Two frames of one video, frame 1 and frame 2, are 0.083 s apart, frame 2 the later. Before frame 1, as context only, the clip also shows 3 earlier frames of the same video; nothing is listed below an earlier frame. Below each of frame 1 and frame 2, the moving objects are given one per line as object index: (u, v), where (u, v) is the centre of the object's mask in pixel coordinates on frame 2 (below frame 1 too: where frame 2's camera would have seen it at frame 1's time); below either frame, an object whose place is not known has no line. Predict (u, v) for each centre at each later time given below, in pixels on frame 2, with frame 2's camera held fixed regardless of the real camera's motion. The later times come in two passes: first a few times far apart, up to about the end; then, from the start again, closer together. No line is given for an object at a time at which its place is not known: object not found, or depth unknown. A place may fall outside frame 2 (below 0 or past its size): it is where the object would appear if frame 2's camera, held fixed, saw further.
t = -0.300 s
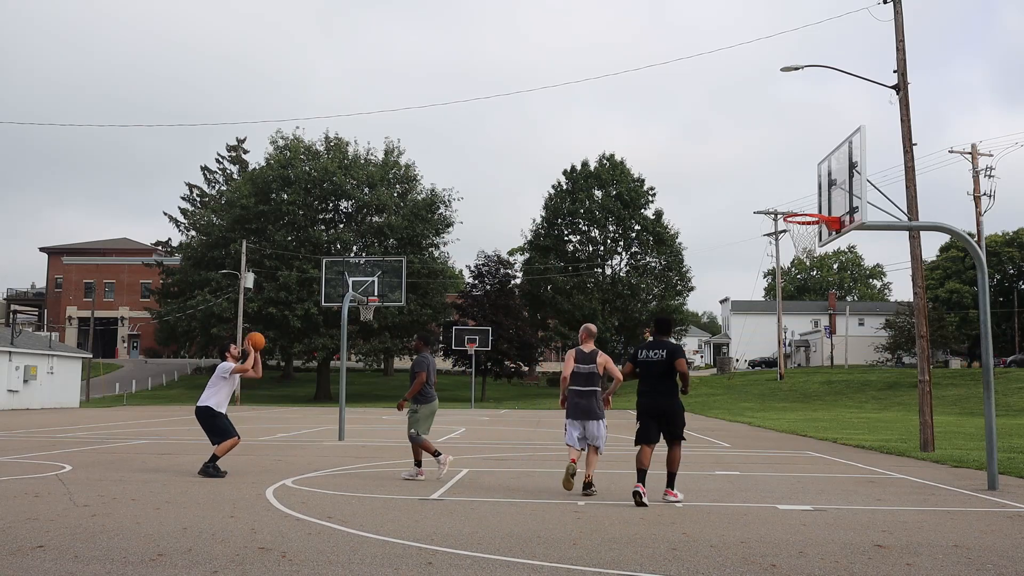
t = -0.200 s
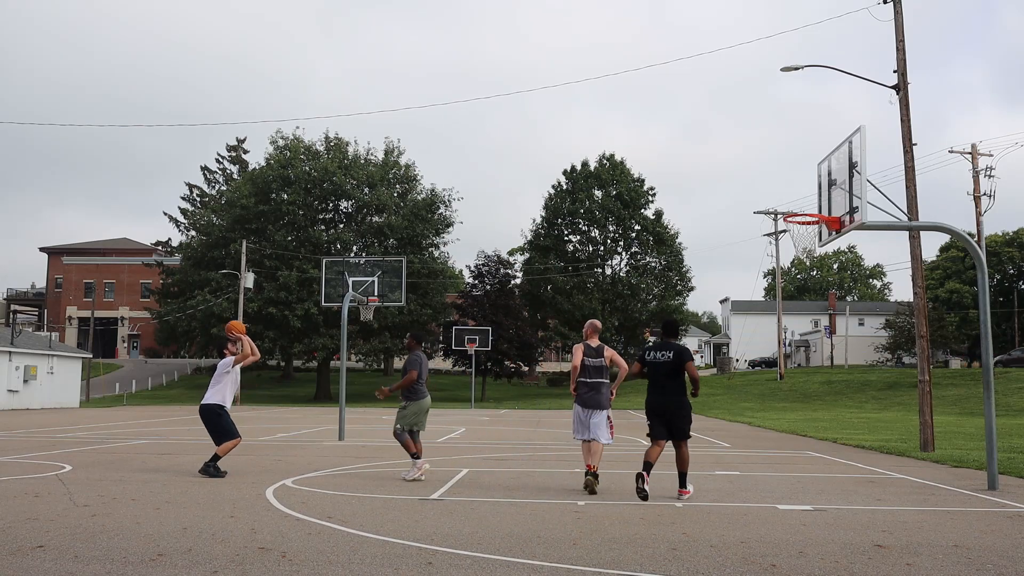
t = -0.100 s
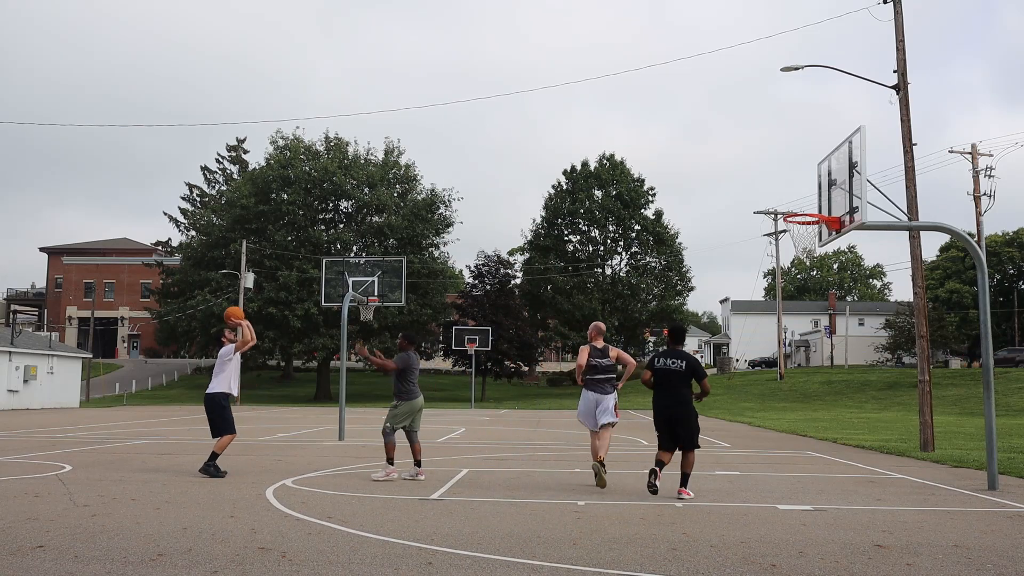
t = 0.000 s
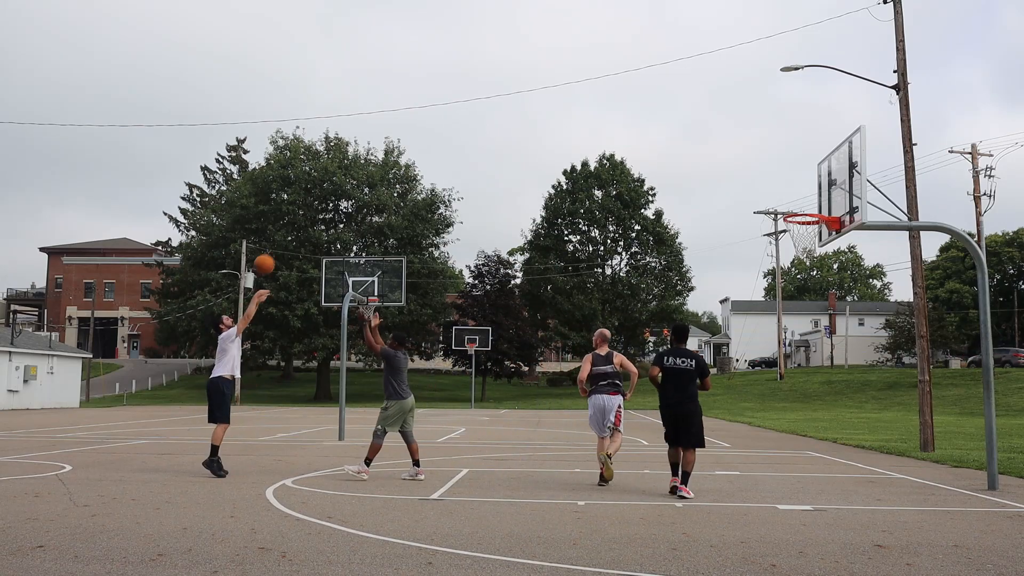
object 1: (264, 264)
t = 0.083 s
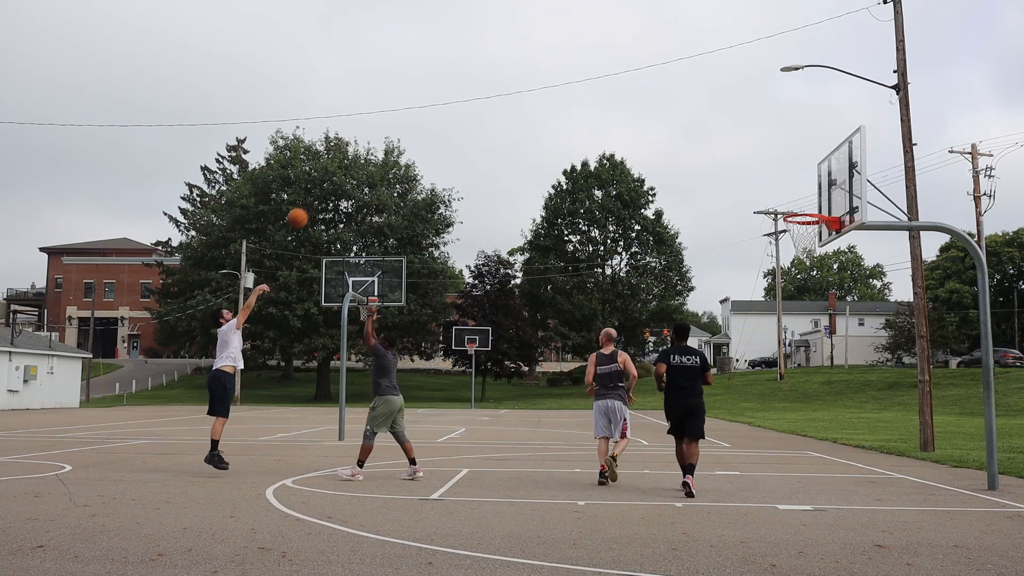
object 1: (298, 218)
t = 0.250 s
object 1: (363, 143)
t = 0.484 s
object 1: (454, 76)
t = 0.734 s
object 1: (550, 51)
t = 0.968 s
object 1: (642, 72)
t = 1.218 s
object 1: (743, 145)
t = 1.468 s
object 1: (848, 275)
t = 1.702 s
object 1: (953, 454)
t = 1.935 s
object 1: (1007, 371)
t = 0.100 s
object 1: (304, 210)
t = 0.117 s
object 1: (310, 201)
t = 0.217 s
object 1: (350, 156)
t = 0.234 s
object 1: (357, 150)
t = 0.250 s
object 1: (363, 143)
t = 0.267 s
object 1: (369, 137)
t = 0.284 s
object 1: (376, 131)
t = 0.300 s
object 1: (383, 125)
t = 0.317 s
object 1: (389, 120)
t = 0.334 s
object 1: (396, 114)
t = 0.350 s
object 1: (402, 109)
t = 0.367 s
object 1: (409, 104)
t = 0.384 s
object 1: (415, 100)
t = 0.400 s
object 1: (421, 95)
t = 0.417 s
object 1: (428, 91)
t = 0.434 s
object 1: (434, 87)
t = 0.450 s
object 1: (441, 83)
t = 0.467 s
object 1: (447, 80)
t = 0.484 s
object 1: (454, 76)
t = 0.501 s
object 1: (460, 73)
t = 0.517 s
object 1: (467, 70)
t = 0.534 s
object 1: (473, 67)
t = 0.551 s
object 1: (479, 65)
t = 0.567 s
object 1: (486, 62)
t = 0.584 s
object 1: (492, 60)
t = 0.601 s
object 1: (499, 58)
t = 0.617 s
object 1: (505, 57)
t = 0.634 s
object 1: (512, 55)
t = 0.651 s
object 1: (518, 54)
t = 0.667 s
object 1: (524, 53)
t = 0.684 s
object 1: (531, 52)
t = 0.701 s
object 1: (537, 51)
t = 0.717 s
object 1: (544, 51)
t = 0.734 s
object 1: (550, 51)
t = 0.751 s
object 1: (557, 51)
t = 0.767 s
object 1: (563, 51)
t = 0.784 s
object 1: (570, 52)
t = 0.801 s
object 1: (576, 52)
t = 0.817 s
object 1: (583, 53)
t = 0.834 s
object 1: (589, 54)
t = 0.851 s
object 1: (596, 56)
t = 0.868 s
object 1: (602, 57)
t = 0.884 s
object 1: (609, 59)
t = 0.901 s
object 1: (615, 61)
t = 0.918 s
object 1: (622, 64)
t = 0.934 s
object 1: (629, 66)
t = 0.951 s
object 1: (635, 69)
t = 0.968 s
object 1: (642, 72)
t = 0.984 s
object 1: (649, 75)
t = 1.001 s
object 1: (655, 79)
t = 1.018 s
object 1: (662, 82)
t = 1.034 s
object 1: (669, 86)
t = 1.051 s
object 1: (675, 90)
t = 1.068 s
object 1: (682, 95)
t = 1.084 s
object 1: (689, 99)
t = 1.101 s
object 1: (695, 104)
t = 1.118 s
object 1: (702, 109)
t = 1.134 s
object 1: (709, 115)
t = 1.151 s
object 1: (716, 120)
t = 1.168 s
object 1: (723, 126)
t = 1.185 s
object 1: (729, 132)
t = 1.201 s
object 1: (736, 139)
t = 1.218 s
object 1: (743, 145)
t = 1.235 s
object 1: (750, 152)
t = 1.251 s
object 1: (757, 159)
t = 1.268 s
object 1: (764, 167)
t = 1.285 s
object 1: (771, 174)
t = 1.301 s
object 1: (778, 182)
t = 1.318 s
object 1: (785, 190)
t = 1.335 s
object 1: (792, 198)
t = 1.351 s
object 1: (799, 207)
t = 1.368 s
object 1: (806, 216)
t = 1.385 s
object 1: (813, 225)
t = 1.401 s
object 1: (820, 235)
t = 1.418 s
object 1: (827, 245)
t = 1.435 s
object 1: (834, 255)
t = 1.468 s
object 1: (848, 275)
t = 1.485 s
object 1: (856, 286)
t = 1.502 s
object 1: (863, 297)
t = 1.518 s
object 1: (870, 308)
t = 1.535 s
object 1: (878, 320)
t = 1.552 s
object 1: (885, 332)
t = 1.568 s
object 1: (893, 344)
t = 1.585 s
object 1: (899, 357)
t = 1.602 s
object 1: (907, 370)
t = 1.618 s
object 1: (915, 383)
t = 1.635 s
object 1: (922, 397)
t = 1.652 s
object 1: (930, 410)
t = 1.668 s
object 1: (937, 425)
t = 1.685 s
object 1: (945, 439)
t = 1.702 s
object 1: (953, 454)
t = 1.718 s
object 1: (960, 469)
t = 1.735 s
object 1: (968, 484)
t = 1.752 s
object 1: (971, 480)
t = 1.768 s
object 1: (975, 469)
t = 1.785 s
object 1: (978, 458)
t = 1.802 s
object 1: (981, 447)
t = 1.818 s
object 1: (985, 437)
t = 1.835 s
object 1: (988, 427)
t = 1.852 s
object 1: (991, 417)
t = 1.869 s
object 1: (994, 407)
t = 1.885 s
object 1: (998, 398)
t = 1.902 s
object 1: (1001, 388)
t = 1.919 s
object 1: (1004, 380)
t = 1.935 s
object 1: (1007, 371)
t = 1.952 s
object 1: (1011, 363)
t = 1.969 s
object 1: (1013, 355)
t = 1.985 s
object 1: (1015, 346)
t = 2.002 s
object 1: (1017, 339)
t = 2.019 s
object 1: (1018, 331)
